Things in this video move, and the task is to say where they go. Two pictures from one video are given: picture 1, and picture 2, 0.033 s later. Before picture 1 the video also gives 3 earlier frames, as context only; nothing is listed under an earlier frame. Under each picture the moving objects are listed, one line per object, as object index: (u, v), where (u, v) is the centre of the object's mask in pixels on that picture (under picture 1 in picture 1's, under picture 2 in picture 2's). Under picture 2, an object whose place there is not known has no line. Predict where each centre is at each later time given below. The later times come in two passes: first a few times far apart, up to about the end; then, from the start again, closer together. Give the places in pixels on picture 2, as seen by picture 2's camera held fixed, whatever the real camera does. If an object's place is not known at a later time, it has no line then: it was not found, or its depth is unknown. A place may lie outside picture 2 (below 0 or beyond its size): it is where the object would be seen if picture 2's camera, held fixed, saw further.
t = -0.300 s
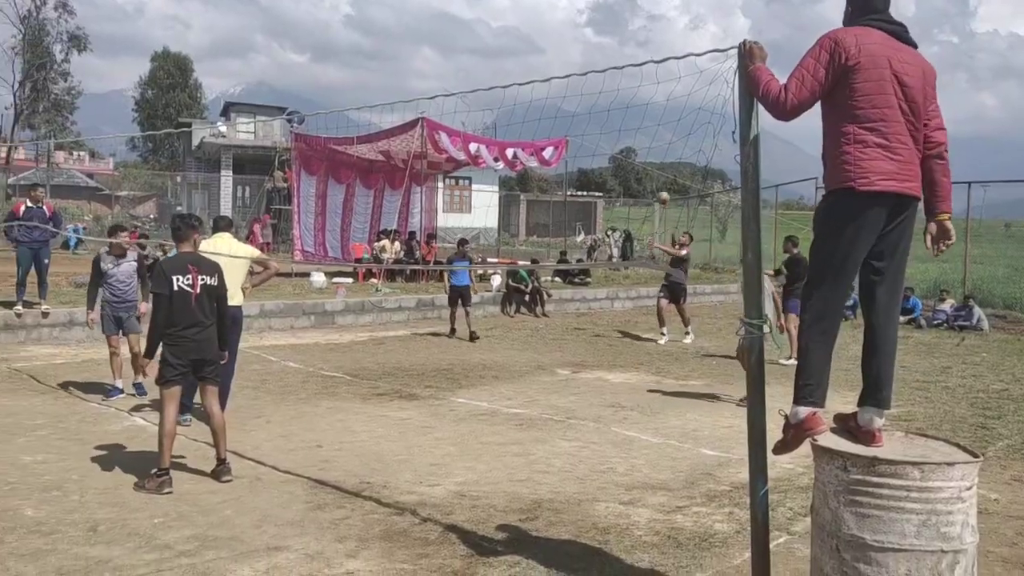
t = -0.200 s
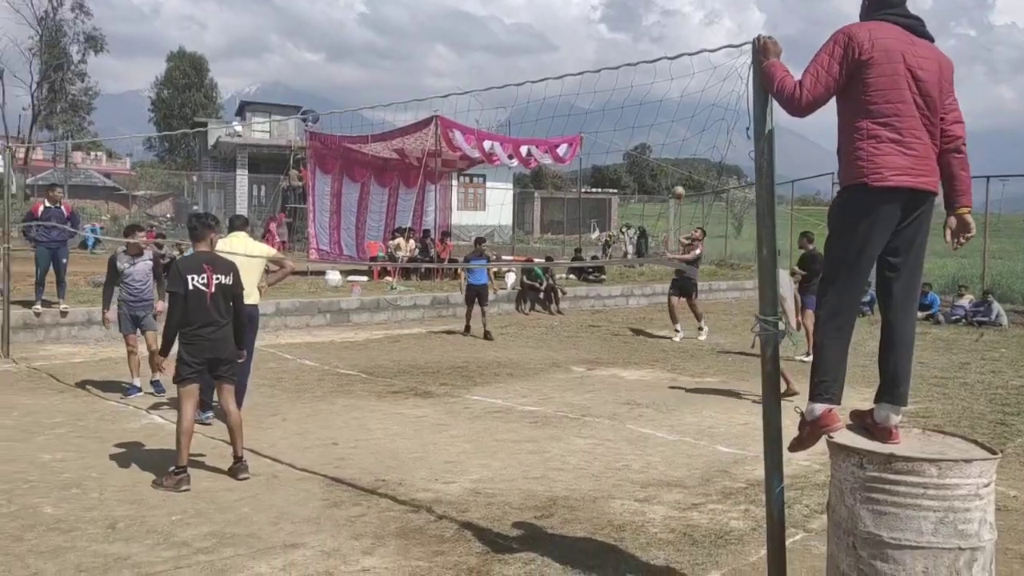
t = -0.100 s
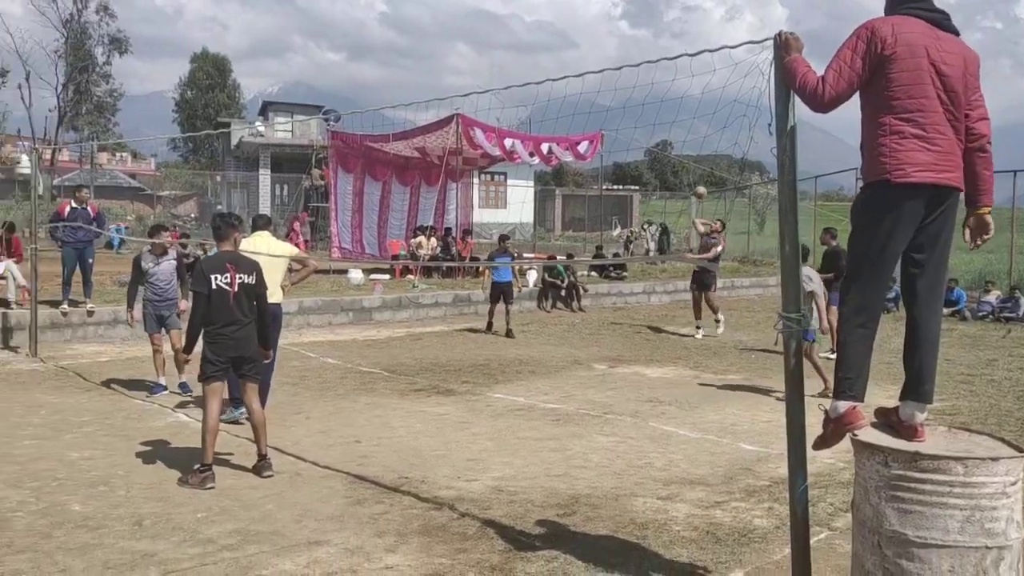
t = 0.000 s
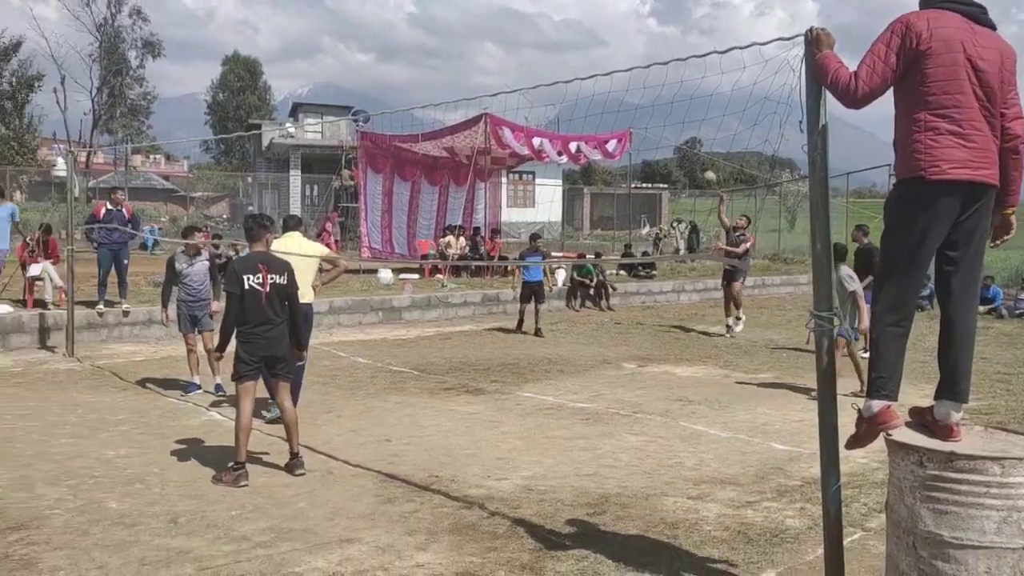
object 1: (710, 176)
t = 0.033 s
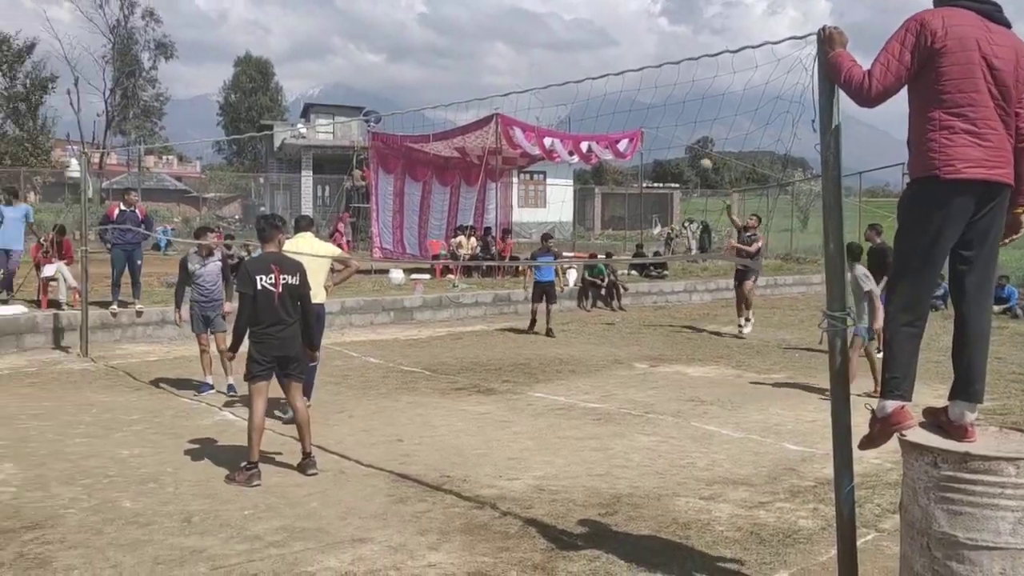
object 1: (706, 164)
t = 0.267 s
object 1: (574, 95)
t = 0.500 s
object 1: (410, 52)
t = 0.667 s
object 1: (264, 48)
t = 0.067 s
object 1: (688, 153)
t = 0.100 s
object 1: (670, 142)
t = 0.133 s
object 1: (653, 132)
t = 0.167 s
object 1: (634, 122)
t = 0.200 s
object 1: (615, 113)
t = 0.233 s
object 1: (596, 103)
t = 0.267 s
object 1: (574, 95)
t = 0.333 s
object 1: (532, 78)
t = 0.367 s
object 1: (510, 71)
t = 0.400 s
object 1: (486, 65)
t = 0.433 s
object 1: (462, 60)
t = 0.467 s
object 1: (437, 55)
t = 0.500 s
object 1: (410, 52)
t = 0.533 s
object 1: (383, 50)
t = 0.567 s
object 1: (355, 48)
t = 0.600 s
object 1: (326, 47)
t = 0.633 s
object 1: (296, 47)
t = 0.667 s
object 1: (264, 48)
